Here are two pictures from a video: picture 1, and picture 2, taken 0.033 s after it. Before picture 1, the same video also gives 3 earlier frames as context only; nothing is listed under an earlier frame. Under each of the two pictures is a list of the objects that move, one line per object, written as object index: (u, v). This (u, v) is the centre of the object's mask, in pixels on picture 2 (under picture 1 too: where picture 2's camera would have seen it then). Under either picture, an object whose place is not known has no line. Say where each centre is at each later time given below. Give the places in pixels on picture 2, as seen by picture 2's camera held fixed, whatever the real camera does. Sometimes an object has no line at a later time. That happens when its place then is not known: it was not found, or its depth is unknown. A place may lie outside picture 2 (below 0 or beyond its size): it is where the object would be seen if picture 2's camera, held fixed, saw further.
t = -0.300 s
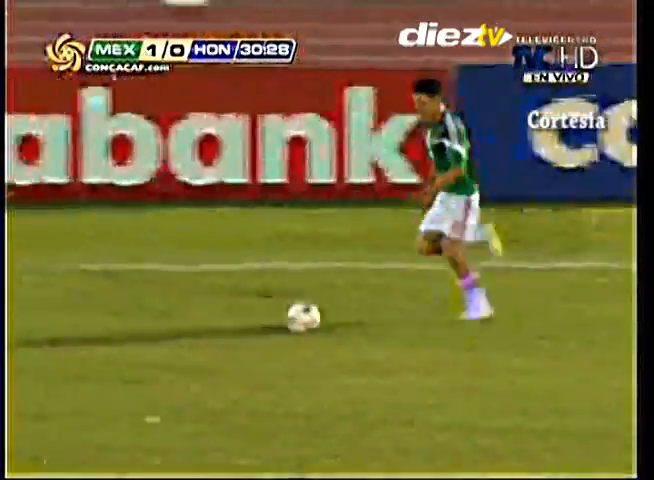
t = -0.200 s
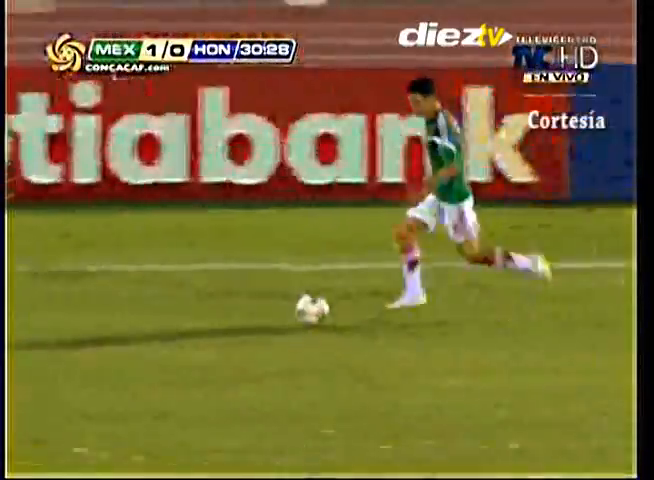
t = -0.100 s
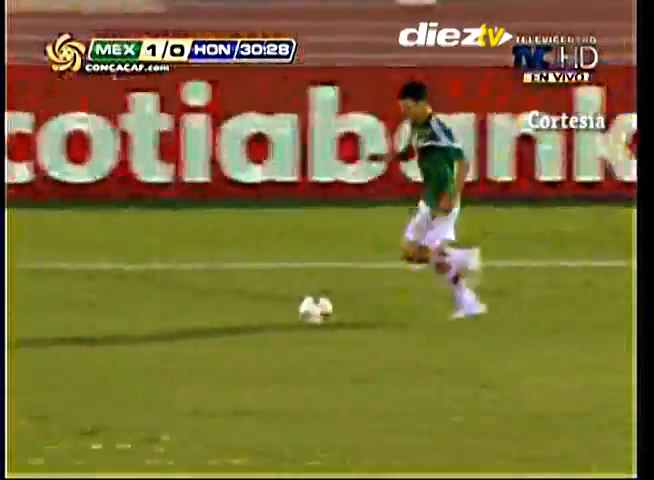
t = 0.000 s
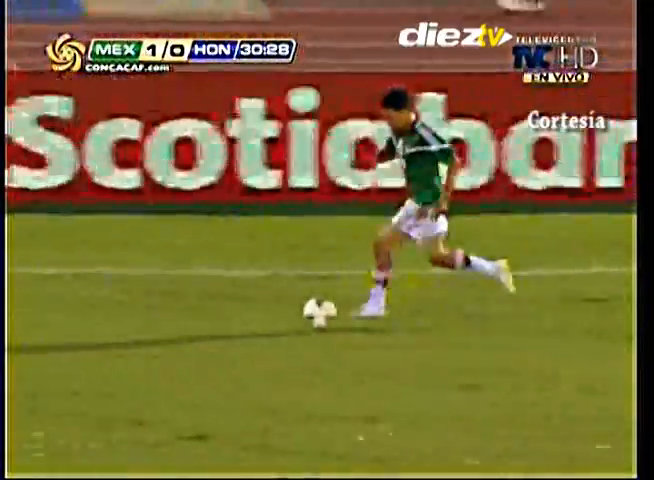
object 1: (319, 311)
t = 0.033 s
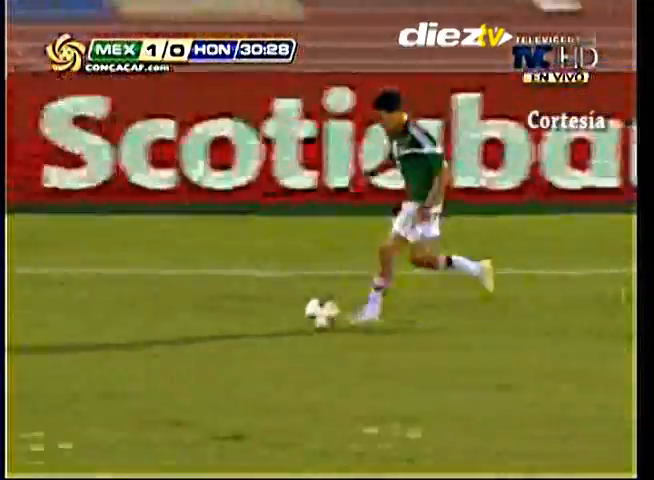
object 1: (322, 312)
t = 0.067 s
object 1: (326, 311)
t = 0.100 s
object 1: (329, 312)
